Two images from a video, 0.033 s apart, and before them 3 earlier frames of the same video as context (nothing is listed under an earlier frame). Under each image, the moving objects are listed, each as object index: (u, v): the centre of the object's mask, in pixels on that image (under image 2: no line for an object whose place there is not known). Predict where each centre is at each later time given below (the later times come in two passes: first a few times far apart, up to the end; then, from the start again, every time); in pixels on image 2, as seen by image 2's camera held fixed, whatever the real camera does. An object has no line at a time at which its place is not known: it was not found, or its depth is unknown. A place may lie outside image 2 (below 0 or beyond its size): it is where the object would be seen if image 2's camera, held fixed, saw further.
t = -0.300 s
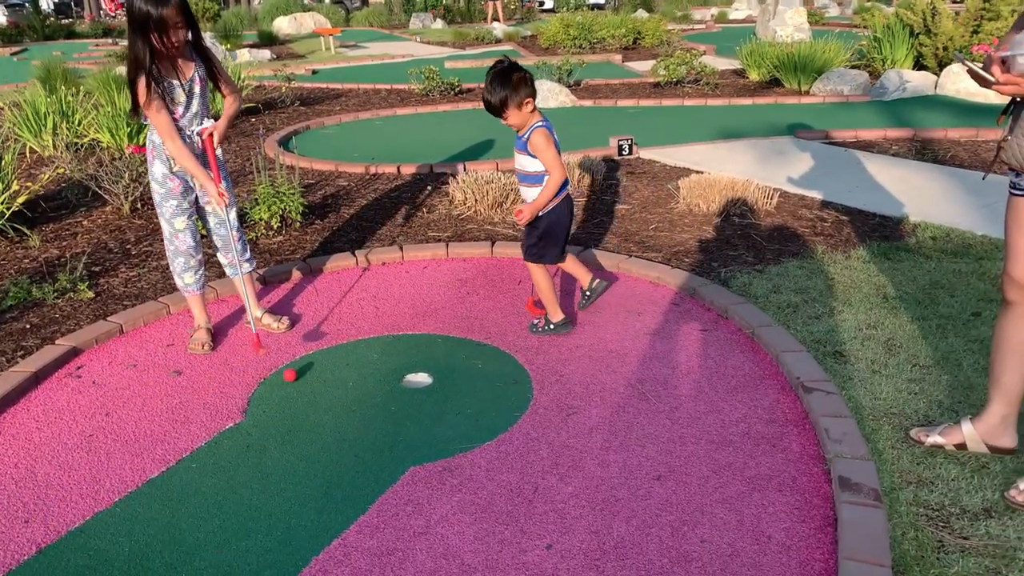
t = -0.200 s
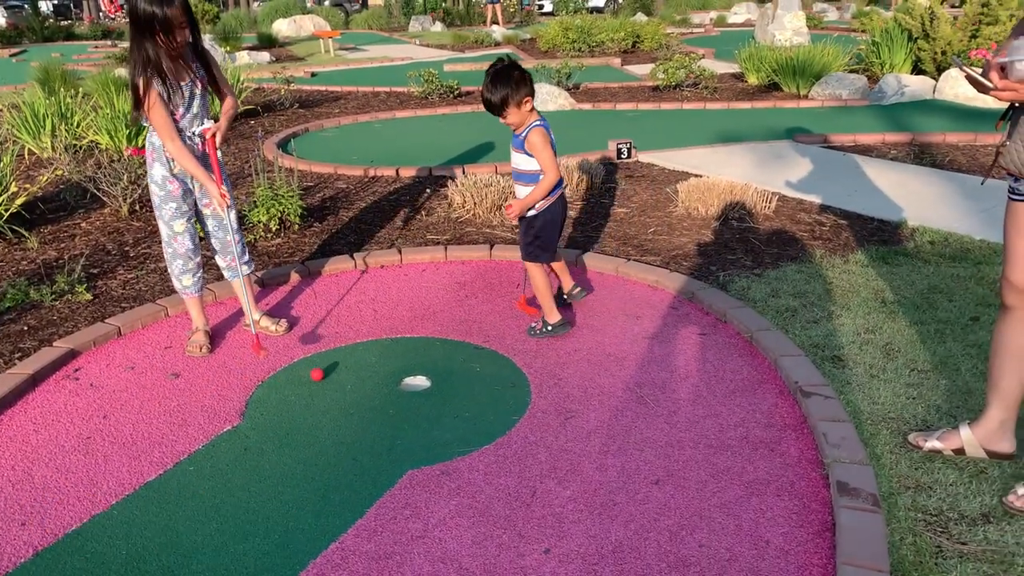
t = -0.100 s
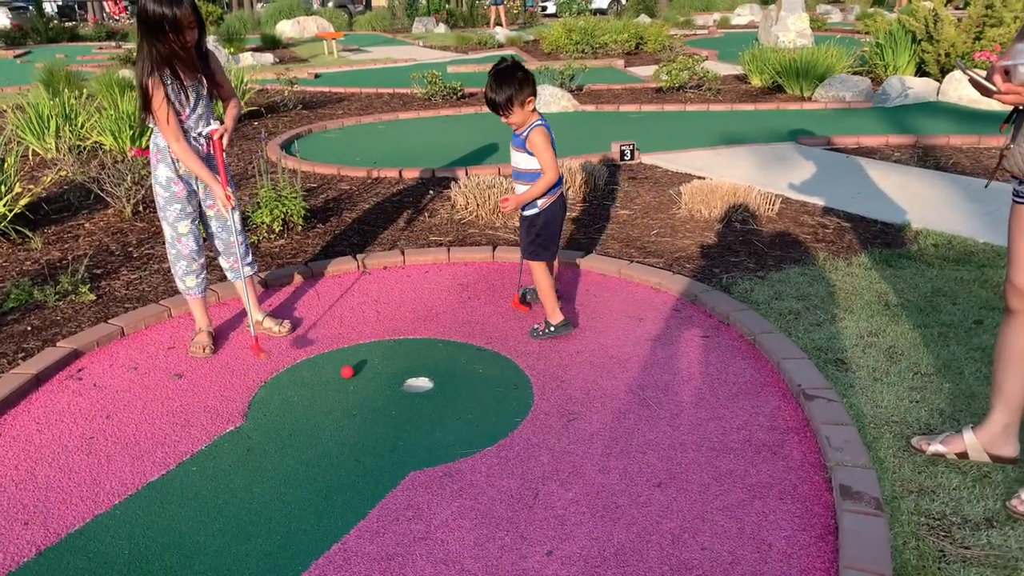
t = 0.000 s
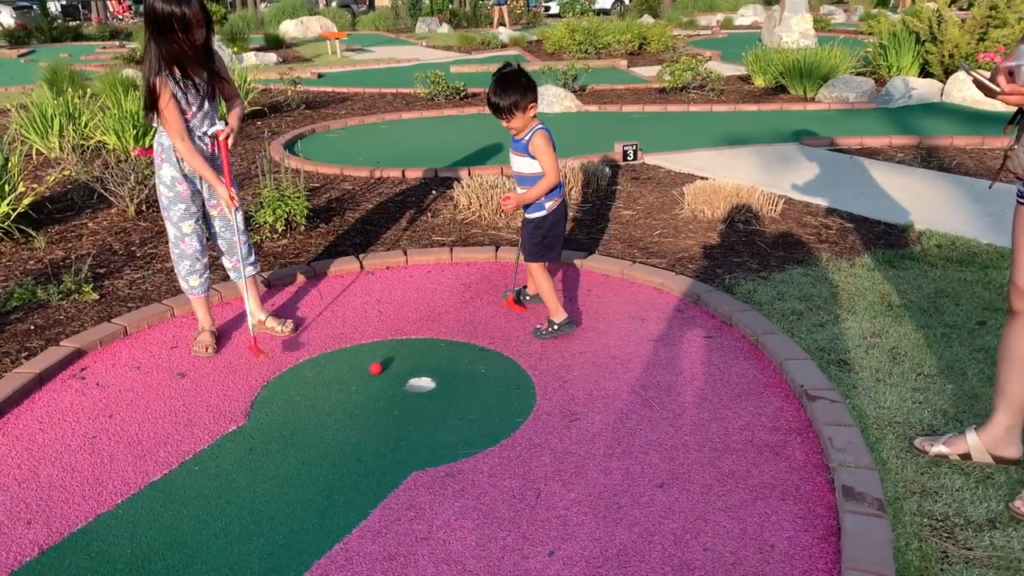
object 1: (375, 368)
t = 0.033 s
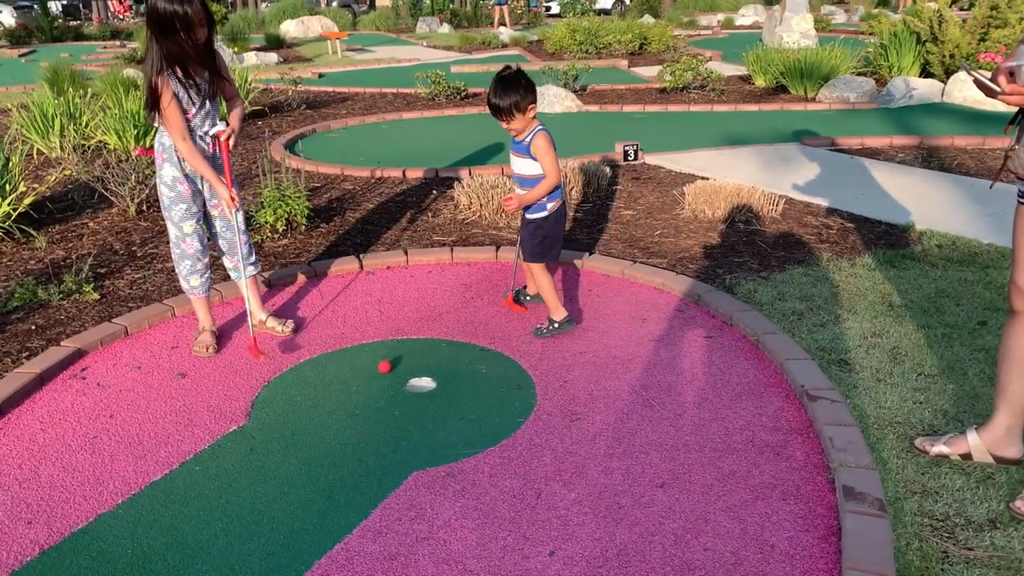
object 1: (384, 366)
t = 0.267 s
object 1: (437, 359)
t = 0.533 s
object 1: (489, 351)
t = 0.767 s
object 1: (523, 346)
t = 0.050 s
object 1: (388, 366)
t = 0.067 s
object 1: (392, 366)
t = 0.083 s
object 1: (396, 365)
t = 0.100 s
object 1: (400, 364)
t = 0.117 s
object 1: (404, 364)
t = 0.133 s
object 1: (408, 363)
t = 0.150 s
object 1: (412, 363)
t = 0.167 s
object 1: (415, 362)
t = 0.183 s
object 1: (419, 361)
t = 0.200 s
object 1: (423, 361)
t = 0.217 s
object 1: (427, 360)
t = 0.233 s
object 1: (430, 360)
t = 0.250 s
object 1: (434, 359)
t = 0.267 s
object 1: (437, 359)
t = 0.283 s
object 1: (440, 358)
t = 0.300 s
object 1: (444, 358)
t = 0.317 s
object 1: (447, 357)
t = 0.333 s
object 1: (451, 357)
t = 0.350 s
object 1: (455, 357)
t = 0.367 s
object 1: (458, 356)
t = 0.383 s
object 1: (461, 356)
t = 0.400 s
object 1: (464, 355)
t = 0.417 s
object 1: (467, 355)
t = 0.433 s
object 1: (471, 354)
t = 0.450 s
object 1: (474, 353)
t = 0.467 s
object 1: (477, 353)
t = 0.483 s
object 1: (480, 353)
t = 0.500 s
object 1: (483, 352)
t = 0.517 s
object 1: (486, 352)
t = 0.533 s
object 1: (489, 351)
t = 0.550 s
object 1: (491, 351)
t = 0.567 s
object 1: (494, 350)
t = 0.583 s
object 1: (497, 350)
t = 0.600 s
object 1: (500, 350)
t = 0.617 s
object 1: (503, 349)
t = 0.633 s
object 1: (505, 348)
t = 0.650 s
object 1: (509, 348)
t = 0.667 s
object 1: (511, 348)
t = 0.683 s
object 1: (512, 347)
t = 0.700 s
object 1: (514, 347)
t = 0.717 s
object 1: (516, 346)
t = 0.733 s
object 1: (518, 346)
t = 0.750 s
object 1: (521, 346)
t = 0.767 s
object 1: (523, 346)
